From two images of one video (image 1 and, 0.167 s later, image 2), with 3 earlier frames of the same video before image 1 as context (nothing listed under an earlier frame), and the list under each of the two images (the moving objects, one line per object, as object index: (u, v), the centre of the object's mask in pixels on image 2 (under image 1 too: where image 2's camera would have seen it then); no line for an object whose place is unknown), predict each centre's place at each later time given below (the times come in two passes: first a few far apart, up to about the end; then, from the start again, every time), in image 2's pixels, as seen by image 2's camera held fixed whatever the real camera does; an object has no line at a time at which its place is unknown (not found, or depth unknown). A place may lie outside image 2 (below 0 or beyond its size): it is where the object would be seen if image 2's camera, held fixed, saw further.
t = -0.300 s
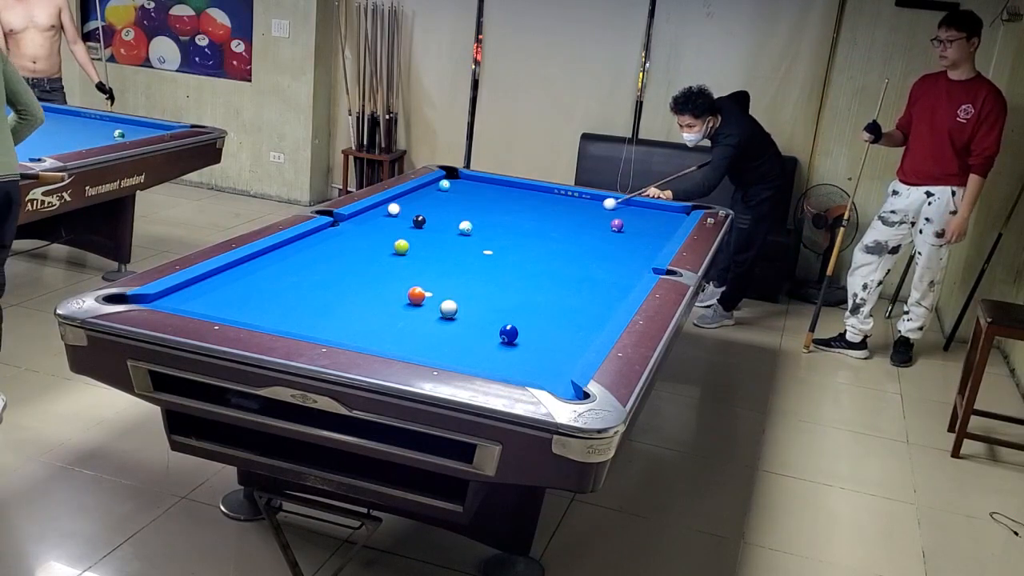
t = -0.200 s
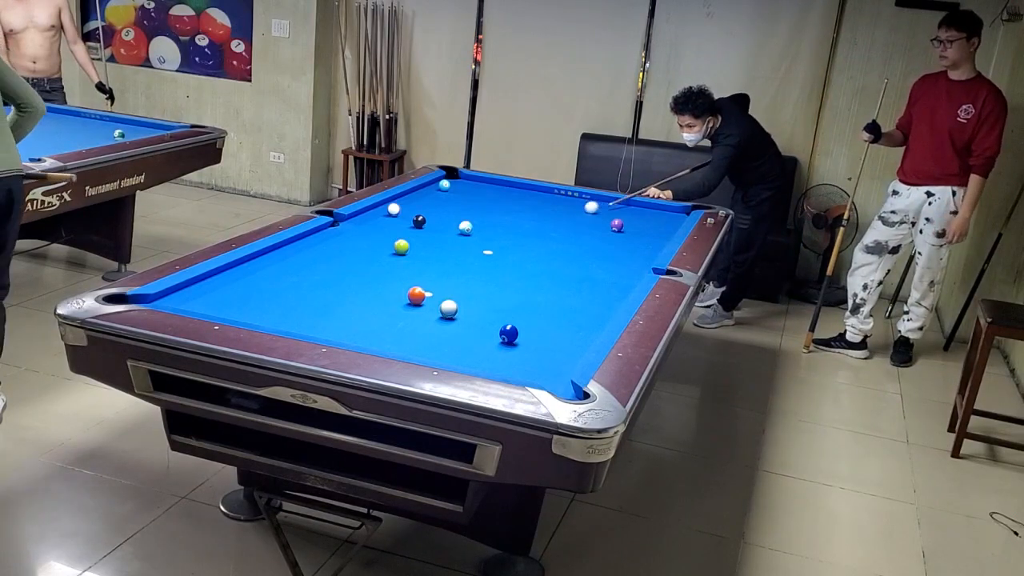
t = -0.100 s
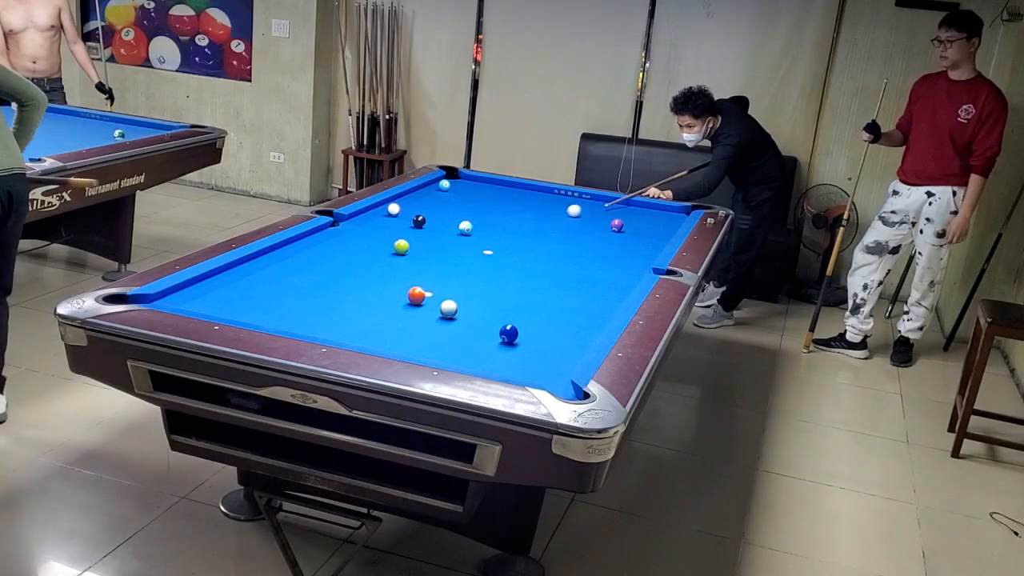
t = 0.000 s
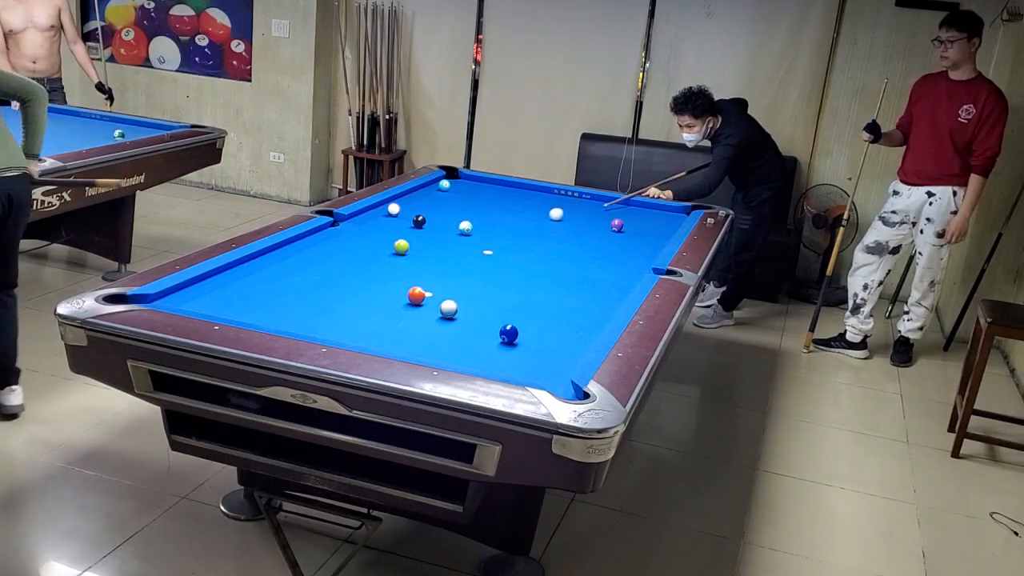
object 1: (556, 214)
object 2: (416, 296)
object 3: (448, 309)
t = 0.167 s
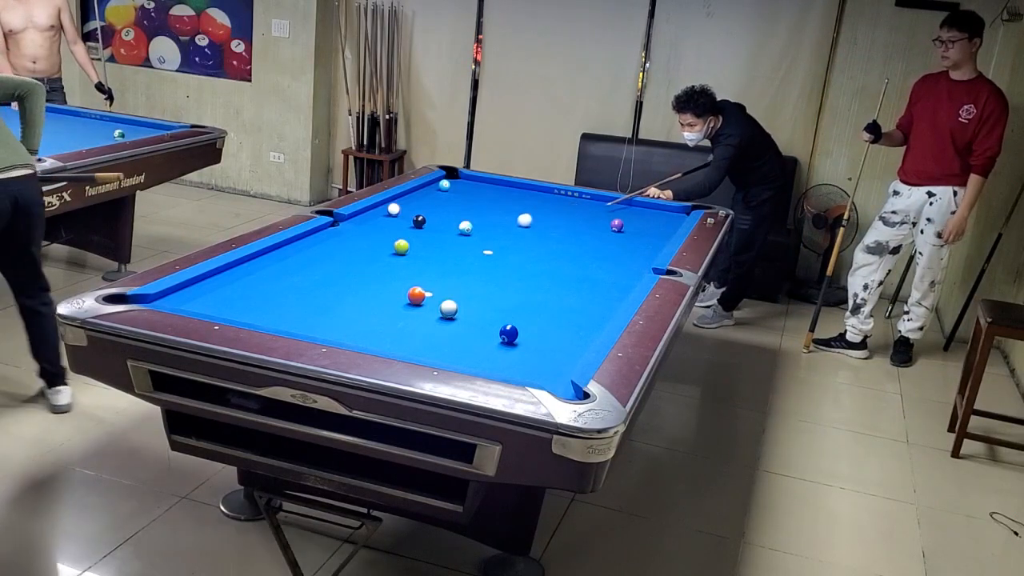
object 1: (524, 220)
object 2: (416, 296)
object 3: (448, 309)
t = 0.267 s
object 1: (504, 224)
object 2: (416, 296)
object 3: (448, 309)
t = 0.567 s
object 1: (475, 239)
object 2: (416, 296)
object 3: (448, 309)
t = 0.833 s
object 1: (463, 254)
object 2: (416, 296)
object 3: (448, 309)
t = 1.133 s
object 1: (449, 274)
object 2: (416, 296)
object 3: (448, 309)
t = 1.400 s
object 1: (435, 292)
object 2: (416, 296)
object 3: (448, 309)
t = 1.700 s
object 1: (436, 306)
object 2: (392, 298)
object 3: (457, 316)
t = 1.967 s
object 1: (432, 310)
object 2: (370, 300)
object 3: (472, 327)
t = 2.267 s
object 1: (427, 315)
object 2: (346, 302)
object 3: (489, 341)
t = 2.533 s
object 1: (424, 319)
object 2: (326, 303)
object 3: (504, 352)
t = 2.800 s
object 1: (420, 323)
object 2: (307, 305)
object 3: (519, 363)
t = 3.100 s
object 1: (416, 326)
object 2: (287, 306)
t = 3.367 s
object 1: (413, 328)
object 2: (271, 307)
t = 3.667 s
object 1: (411, 330)
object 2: (254, 309)
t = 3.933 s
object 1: (409, 332)
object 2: (241, 309)
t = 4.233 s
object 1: (408, 333)
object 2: (229, 310)
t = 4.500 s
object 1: (409, 333)
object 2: (219, 310)
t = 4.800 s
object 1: (409, 334)
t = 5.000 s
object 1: (409, 334)
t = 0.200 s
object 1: (518, 222)
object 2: (416, 296)
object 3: (448, 309)
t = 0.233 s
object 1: (511, 223)
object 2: (416, 296)
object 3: (448, 309)
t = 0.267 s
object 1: (504, 224)
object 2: (416, 296)
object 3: (448, 309)
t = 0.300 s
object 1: (498, 225)
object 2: (416, 296)
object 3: (448, 309)
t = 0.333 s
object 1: (491, 227)
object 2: (416, 296)
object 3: (448, 309)
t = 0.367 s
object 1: (484, 228)
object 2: (416, 296)
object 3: (448, 309)
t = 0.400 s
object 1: (479, 230)
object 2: (416, 296)
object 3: (448, 309)
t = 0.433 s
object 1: (479, 232)
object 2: (416, 296)
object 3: (448, 309)
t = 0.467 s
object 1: (479, 233)
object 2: (416, 296)
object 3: (448, 309)
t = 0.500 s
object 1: (477, 235)
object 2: (416, 296)
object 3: (448, 309)
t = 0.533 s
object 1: (476, 237)
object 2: (416, 296)
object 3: (448, 309)
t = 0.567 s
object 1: (475, 239)
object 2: (416, 296)
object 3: (448, 309)
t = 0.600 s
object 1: (473, 241)
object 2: (416, 296)
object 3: (448, 309)
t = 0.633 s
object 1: (472, 243)
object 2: (416, 296)
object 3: (448, 309)
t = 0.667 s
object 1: (471, 244)
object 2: (416, 296)
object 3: (448, 309)
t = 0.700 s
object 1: (469, 246)
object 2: (416, 296)
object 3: (448, 309)
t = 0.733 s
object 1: (468, 248)
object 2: (416, 296)
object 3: (448, 309)
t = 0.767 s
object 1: (466, 250)
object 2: (416, 296)
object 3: (448, 309)
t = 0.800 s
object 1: (465, 252)
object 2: (416, 296)
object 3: (448, 309)
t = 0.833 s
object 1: (463, 254)
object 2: (416, 296)
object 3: (448, 309)
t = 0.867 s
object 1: (462, 256)
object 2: (416, 296)
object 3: (448, 309)
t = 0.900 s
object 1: (460, 259)
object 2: (416, 296)
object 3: (448, 309)
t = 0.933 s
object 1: (459, 261)
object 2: (416, 296)
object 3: (448, 309)
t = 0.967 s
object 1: (457, 263)
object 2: (416, 296)
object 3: (448, 309)
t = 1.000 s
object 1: (456, 265)
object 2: (416, 296)
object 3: (448, 309)
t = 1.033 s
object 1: (454, 267)
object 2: (416, 296)
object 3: (448, 309)
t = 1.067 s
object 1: (452, 269)
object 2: (416, 296)
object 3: (448, 309)
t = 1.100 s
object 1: (451, 271)
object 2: (416, 296)
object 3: (448, 309)
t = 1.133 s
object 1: (449, 274)
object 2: (416, 296)
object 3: (448, 309)
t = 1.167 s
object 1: (447, 276)
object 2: (416, 296)
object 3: (448, 309)
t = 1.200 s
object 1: (446, 278)
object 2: (416, 296)
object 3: (448, 309)
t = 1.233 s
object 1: (444, 280)
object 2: (416, 296)
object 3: (448, 309)
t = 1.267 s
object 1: (442, 283)
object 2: (416, 296)
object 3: (448, 309)
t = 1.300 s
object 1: (440, 285)
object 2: (416, 296)
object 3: (448, 309)
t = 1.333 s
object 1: (438, 287)
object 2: (416, 296)
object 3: (448, 309)
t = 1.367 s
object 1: (436, 290)
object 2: (416, 296)
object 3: (448, 309)
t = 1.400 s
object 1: (435, 292)
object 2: (416, 296)
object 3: (448, 309)
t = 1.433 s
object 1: (433, 295)
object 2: (416, 296)
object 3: (448, 309)
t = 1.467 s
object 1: (434, 297)
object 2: (412, 296)
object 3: (448, 309)
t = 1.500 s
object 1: (436, 298)
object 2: (409, 296)
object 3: (449, 309)
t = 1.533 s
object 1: (436, 300)
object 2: (406, 297)
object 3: (449, 309)
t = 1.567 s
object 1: (437, 302)
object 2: (403, 297)
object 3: (449, 310)
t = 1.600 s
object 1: (437, 304)
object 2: (400, 297)
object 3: (451, 311)
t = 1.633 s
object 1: (437, 304)
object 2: (398, 297)
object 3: (453, 313)
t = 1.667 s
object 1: (437, 305)
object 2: (395, 298)
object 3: (456, 315)
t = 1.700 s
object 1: (436, 306)
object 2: (392, 298)
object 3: (457, 316)
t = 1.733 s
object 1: (436, 306)
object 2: (389, 298)
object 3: (459, 317)
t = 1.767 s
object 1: (435, 307)
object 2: (386, 298)
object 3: (461, 319)
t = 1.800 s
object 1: (434, 307)
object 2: (383, 299)
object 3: (463, 320)
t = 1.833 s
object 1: (434, 308)
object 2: (381, 299)
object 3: (465, 322)
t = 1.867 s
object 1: (434, 309)
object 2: (378, 299)
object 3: (467, 324)
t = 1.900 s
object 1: (433, 309)
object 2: (375, 299)
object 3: (469, 324)
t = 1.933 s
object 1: (432, 310)
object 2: (372, 300)
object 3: (470, 326)
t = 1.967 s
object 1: (432, 310)
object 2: (370, 300)
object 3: (472, 327)
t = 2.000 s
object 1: (431, 311)
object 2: (367, 300)
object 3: (474, 329)
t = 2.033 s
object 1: (431, 312)
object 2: (365, 300)
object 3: (476, 330)
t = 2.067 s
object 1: (430, 312)
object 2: (362, 300)
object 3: (478, 332)
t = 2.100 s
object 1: (430, 313)
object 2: (359, 301)
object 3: (480, 333)
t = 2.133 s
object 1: (429, 313)
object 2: (356, 301)
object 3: (481, 335)
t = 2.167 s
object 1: (429, 314)
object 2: (354, 301)
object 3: (483, 336)
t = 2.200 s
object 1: (428, 314)
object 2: (351, 301)
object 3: (485, 338)
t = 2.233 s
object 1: (428, 315)
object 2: (349, 301)
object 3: (487, 339)
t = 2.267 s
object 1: (427, 315)
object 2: (346, 302)
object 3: (489, 341)
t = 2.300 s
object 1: (427, 316)
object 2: (344, 302)
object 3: (490, 342)
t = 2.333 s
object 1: (426, 317)
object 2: (341, 302)
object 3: (493, 344)
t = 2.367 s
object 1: (426, 317)
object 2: (338, 302)
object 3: (495, 345)
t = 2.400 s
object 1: (425, 318)
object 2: (336, 302)
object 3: (496, 346)
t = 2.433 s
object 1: (425, 318)
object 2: (333, 303)
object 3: (498, 348)
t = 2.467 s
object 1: (425, 318)
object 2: (331, 303)
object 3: (500, 349)
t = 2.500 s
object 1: (424, 319)
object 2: (328, 303)
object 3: (502, 351)
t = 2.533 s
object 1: (424, 319)
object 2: (326, 303)
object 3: (504, 352)
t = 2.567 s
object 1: (423, 320)
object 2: (323, 304)
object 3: (506, 354)
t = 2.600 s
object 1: (423, 320)
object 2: (321, 304)
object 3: (508, 355)
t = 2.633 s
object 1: (422, 321)
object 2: (319, 304)
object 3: (510, 357)
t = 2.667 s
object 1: (422, 321)
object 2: (316, 304)
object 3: (512, 358)
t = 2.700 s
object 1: (421, 322)
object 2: (314, 304)
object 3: (513, 360)
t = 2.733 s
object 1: (421, 322)
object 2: (311, 304)
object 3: (515, 361)
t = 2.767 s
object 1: (420, 322)
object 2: (309, 305)
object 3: (517, 362)
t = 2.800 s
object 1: (420, 323)
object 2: (307, 305)
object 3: (519, 363)
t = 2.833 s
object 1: (419, 323)
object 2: (304, 305)
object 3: (521, 365)
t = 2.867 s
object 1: (419, 324)
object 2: (302, 305)
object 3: (523, 366)
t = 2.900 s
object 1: (418, 324)
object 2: (300, 305)
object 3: (524, 367)
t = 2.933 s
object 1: (418, 324)
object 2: (298, 305)
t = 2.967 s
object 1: (417, 325)
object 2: (295, 306)
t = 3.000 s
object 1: (417, 325)
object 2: (293, 306)
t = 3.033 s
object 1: (417, 325)
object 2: (291, 306)
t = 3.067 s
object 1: (416, 326)
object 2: (289, 306)
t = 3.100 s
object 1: (416, 326)
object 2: (287, 306)
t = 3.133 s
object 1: (415, 326)
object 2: (285, 306)
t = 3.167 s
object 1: (415, 326)
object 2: (283, 306)
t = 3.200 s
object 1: (415, 327)
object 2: (281, 307)
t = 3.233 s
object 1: (414, 327)
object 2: (279, 307)
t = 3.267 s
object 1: (414, 327)
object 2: (277, 307)
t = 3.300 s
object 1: (414, 328)
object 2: (275, 307)
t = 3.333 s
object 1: (413, 328)
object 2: (273, 307)
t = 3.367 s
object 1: (413, 328)
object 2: (271, 307)
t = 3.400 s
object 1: (413, 329)
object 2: (269, 308)
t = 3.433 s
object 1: (412, 329)
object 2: (267, 308)
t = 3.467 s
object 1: (412, 329)
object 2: (265, 308)
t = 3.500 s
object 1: (412, 329)
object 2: (263, 308)
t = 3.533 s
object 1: (412, 329)
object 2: (261, 308)
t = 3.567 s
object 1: (411, 330)
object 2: (260, 308)
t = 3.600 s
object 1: (411, 330)
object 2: (258, 308)
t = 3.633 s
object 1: (411, 330)
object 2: (256, 308)
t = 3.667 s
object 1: (411, 330)
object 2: (254, 309)
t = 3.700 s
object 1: (410, 331)
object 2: (253, 309)
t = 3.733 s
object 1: (410, 331)
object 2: (251, 309)
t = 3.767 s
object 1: (410, 331)
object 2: (249, 309)
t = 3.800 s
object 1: (410, 331)
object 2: (247, 309)
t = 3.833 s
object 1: (410, 331)
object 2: (246, 309)
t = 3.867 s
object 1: (410, 332)
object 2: (244, 309)
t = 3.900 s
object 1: (409, 332)
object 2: (243, 310)
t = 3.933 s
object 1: (409, 332)
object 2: (241, 309)
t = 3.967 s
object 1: (409, 332)
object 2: (240, 309)
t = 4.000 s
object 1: (409, 332)
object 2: (238, 310)
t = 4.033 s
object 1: (409, 332)
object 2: (237, 310)
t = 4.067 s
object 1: (409, 332)
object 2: (235, 310)
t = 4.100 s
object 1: (409, 332)
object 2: (234, 310)
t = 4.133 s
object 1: (408, 332)
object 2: (232, 310)
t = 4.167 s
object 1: (408, 333)
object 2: (231, 310)
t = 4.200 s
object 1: (408, 333)
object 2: (230, 310)
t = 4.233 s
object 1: (408, 333)
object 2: (229, 310)
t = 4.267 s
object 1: (408, 333)
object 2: (227, 310)
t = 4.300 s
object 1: (409, 333)
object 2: (226, 310)
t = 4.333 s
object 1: (408, 333)
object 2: (225, 310)
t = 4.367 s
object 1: (409, 333)
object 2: (224, 309)
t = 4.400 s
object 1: (409, 333)
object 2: (223, 309)
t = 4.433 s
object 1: (409, 333)
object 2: (221, 310)
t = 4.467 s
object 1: (409, 333)
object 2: (220, 309)
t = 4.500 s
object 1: (409, 333)
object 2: (219, 310)
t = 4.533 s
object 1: (409, 333)
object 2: (218, 309)
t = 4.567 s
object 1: (409, 333)
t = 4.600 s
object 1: (410, 333)
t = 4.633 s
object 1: (410, 333)
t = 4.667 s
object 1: (410, 333)
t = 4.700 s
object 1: (409, 334)
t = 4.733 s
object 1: (410, 334)
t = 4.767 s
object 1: (410, 334)
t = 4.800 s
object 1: (409, 334)
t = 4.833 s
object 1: (410, 334)
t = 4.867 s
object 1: (409, 334)
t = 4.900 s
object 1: (410, 334)
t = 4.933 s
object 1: (410, 334)
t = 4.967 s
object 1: (410, 334)
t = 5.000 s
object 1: (409, 334)
